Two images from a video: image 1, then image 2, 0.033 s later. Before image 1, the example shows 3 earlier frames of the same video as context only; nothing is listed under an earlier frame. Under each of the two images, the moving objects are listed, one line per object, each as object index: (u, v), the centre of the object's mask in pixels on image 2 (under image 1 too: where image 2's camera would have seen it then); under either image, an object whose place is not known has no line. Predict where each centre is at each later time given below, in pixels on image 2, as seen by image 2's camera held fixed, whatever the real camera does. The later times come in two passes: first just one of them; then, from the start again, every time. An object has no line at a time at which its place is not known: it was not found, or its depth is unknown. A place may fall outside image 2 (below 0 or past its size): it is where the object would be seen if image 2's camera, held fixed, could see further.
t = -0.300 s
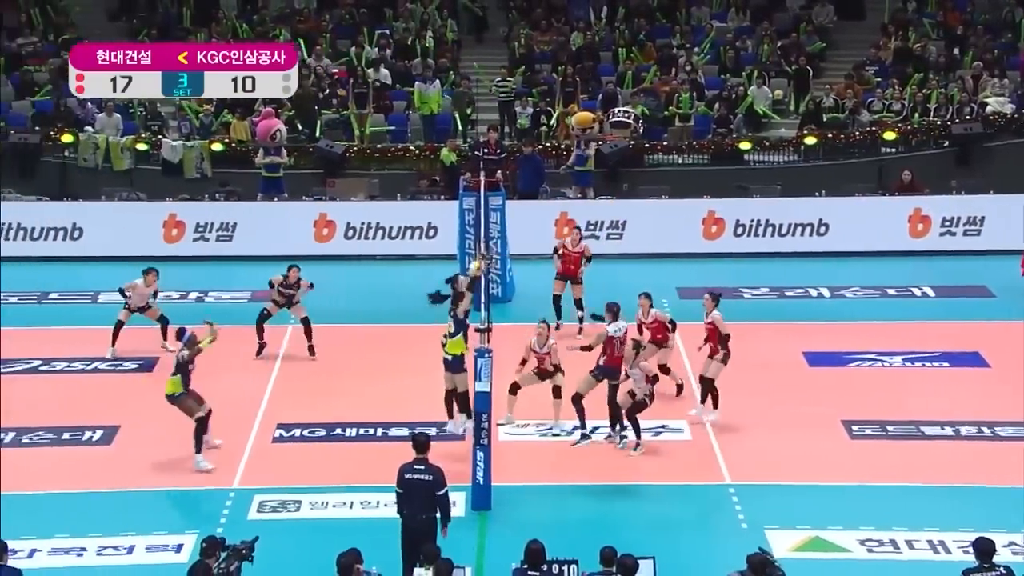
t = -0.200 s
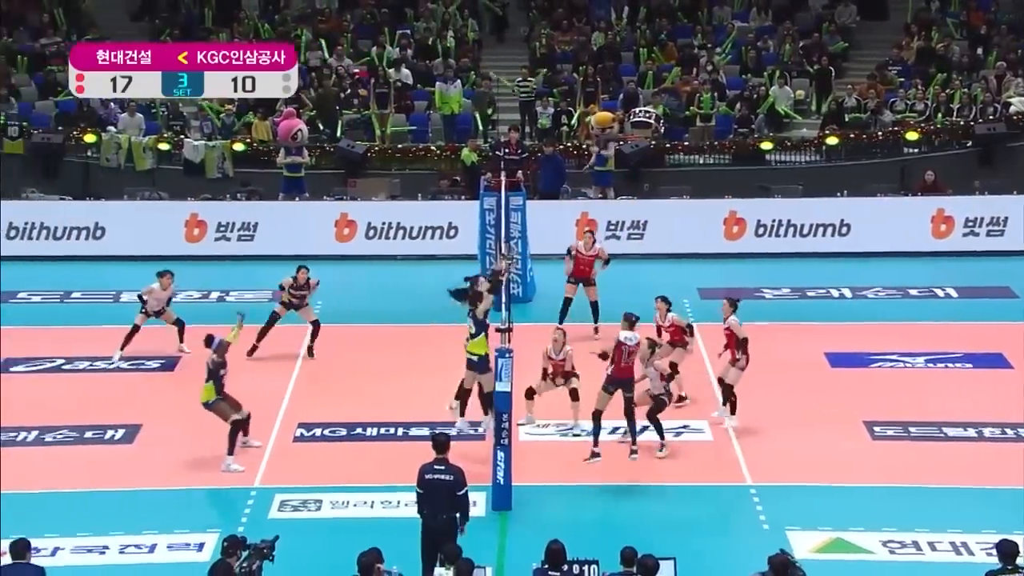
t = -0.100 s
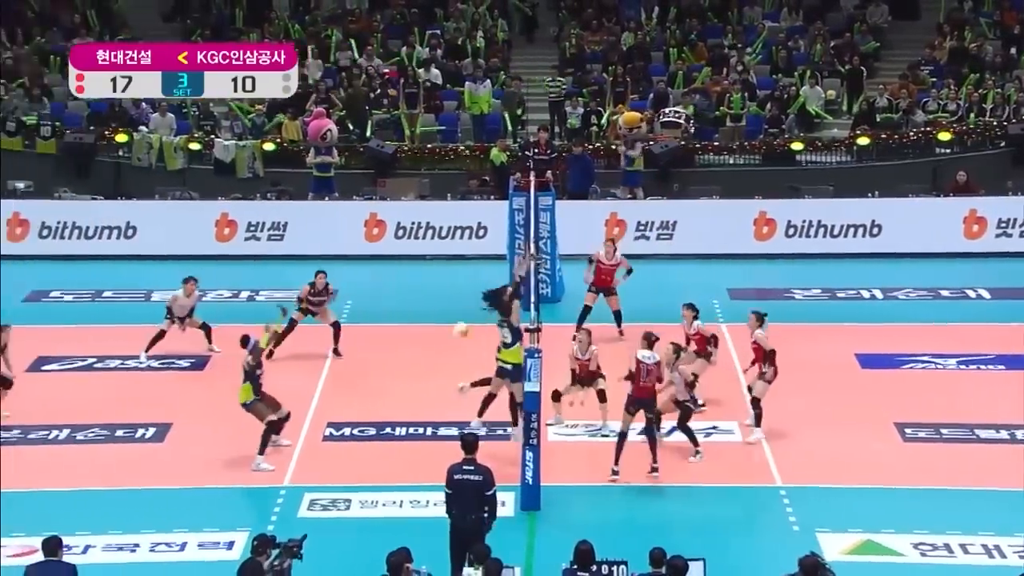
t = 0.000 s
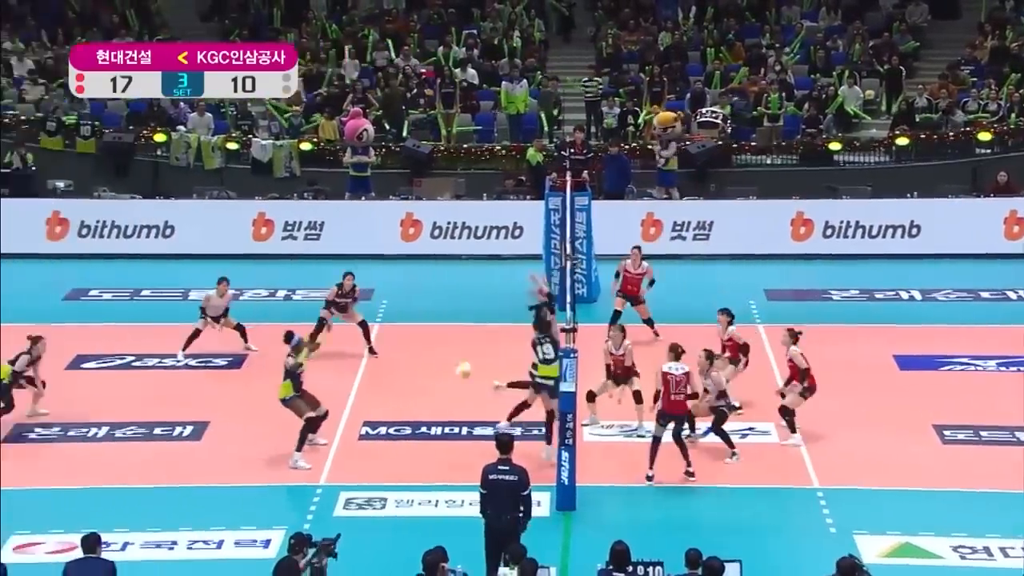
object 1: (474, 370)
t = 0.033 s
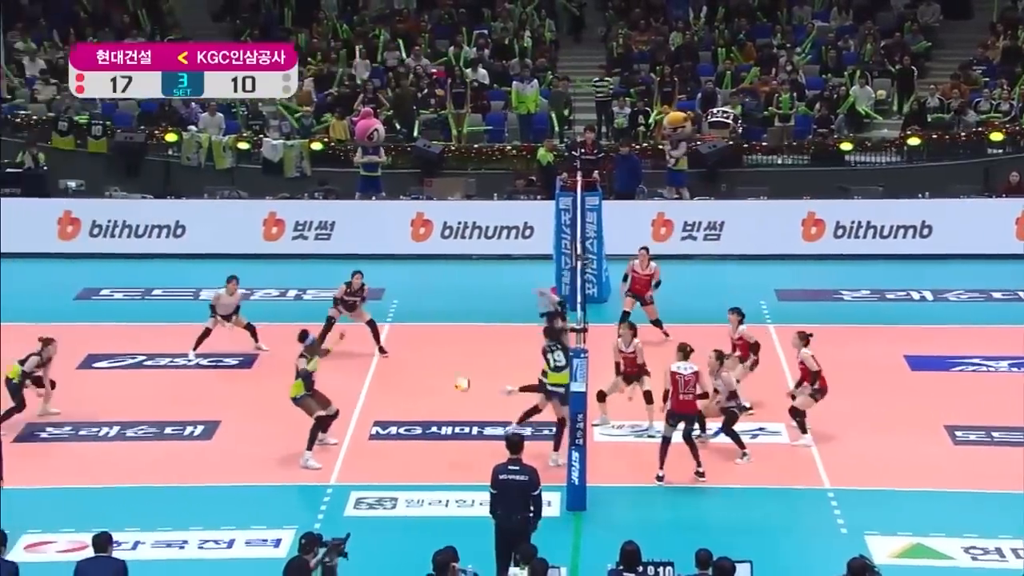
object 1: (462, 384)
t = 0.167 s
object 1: (419, 445)
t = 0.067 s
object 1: (451, 397)
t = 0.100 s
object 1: (439, 415)
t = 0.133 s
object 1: (430, 431)
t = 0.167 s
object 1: (419, 445)
